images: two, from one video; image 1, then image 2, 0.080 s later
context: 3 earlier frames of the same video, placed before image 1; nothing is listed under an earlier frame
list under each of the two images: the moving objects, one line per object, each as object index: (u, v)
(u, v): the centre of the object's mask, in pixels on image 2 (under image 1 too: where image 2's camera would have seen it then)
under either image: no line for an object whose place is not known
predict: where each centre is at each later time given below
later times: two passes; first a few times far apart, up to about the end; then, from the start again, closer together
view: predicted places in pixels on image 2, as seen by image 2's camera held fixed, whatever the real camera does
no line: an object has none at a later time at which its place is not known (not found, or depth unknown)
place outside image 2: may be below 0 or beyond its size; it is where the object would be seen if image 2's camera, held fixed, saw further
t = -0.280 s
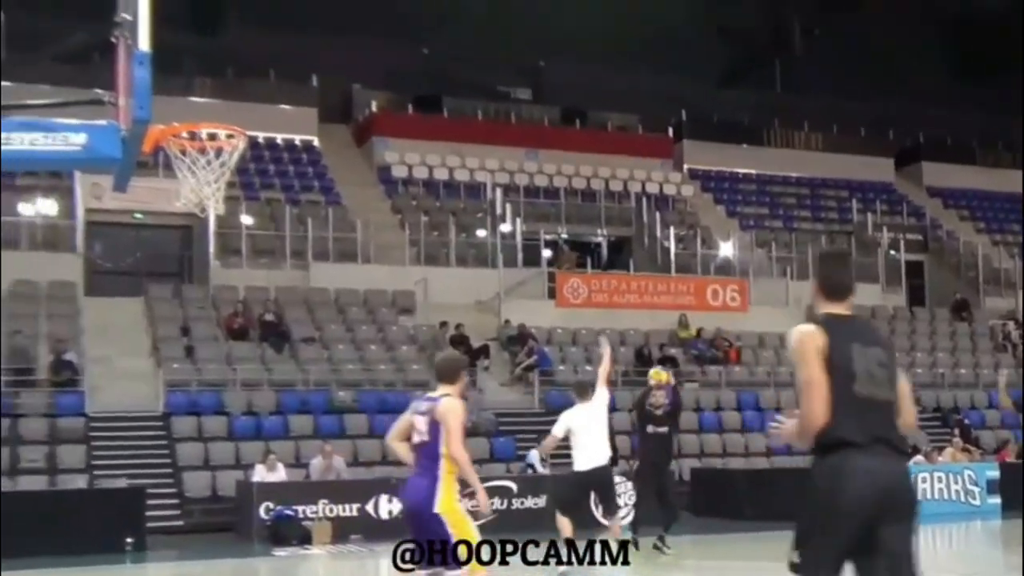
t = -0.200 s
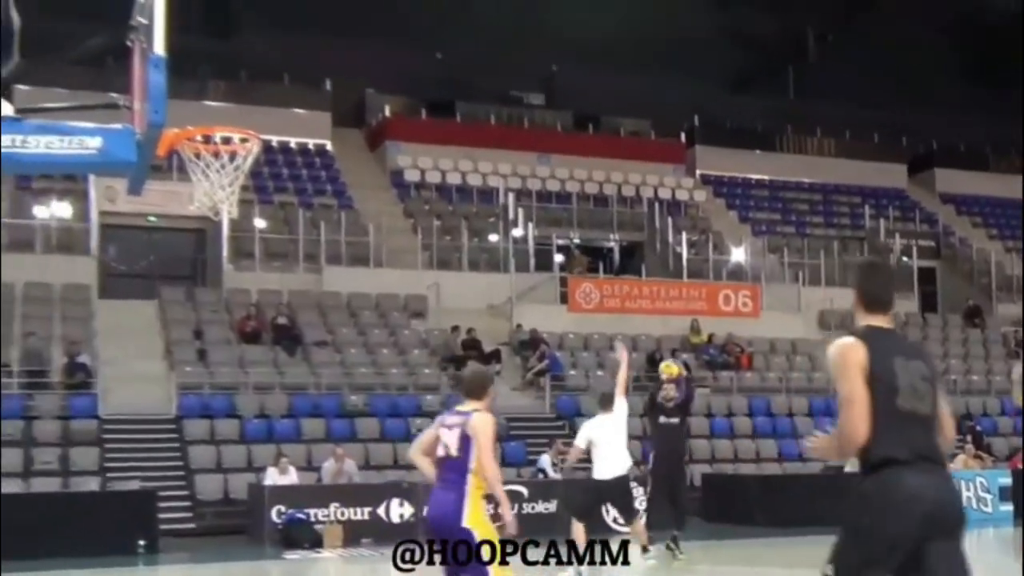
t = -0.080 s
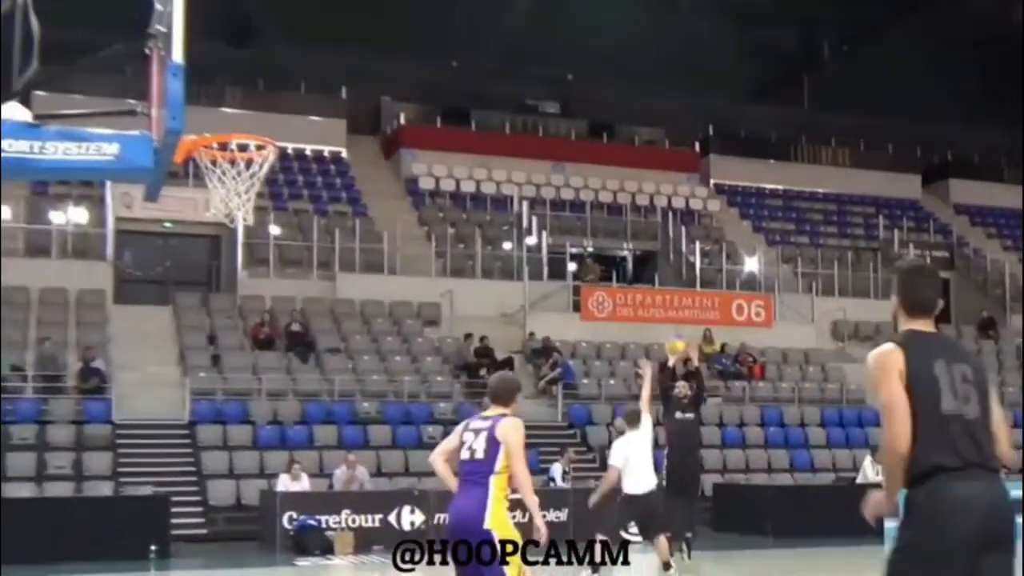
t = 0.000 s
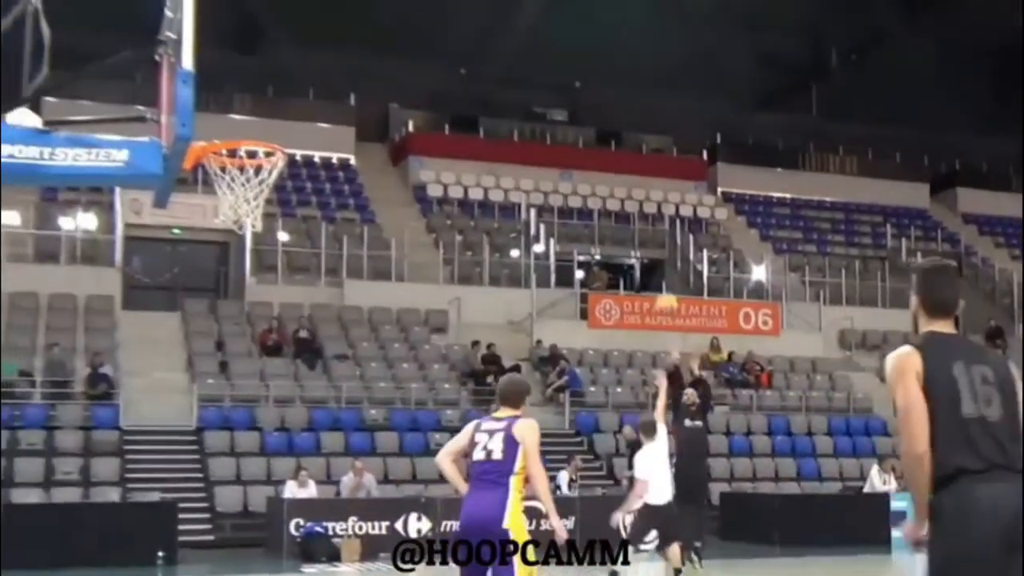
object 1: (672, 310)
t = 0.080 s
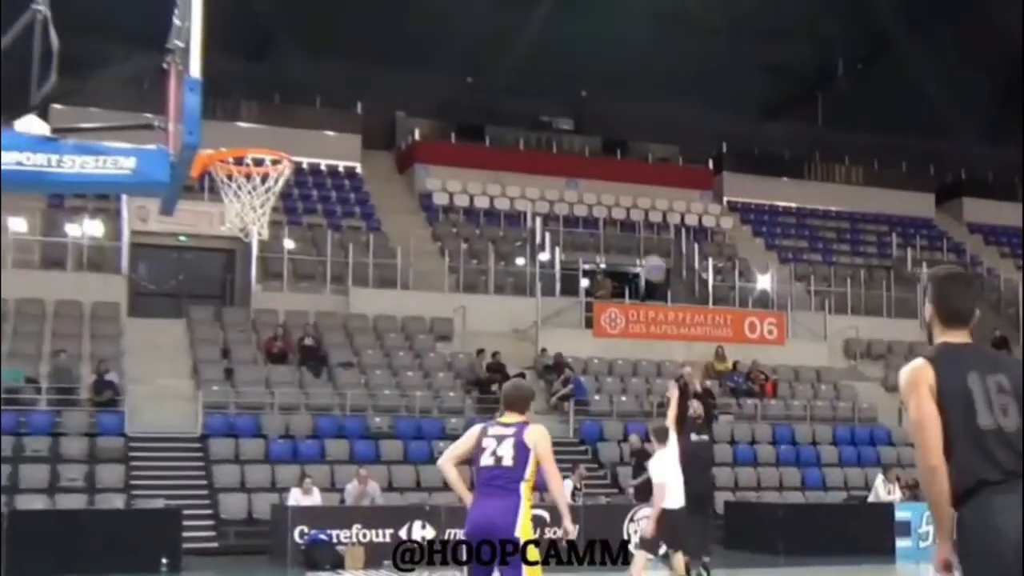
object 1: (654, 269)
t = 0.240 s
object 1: (615, 187)
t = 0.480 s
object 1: (549, 98)
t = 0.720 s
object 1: (470, 53)
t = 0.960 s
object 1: (367, 74)
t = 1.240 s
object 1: (228, 208)
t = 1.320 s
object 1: (222, 221)
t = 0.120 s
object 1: (644, 248)
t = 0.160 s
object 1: (634, 227)
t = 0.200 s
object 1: (625, 205)
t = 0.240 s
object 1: (615, 187)
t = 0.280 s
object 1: (605, 171)
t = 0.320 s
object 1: (594, 154)
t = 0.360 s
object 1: (584, 137)
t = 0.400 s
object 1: (573, 123)
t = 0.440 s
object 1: (561, 111)
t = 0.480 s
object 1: (549, 98)
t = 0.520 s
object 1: (537, 87)
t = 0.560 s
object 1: (524, 77)
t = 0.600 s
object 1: (512, 69)
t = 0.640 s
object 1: (497, 63)
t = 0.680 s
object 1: (484, 57)
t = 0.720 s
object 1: (470, 53)
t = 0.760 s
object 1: (455, 49)
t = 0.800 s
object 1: (440, 51)
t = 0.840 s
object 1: (424, 53)
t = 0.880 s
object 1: (405, 57)
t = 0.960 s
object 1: (367, 74)
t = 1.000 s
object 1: (347, 85)
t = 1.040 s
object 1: (325, 100)
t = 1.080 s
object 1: (303, 116)
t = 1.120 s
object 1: (278, 135)
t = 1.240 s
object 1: (228, 208)
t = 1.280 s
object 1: (224, 211)
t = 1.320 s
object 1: (222, 221)
